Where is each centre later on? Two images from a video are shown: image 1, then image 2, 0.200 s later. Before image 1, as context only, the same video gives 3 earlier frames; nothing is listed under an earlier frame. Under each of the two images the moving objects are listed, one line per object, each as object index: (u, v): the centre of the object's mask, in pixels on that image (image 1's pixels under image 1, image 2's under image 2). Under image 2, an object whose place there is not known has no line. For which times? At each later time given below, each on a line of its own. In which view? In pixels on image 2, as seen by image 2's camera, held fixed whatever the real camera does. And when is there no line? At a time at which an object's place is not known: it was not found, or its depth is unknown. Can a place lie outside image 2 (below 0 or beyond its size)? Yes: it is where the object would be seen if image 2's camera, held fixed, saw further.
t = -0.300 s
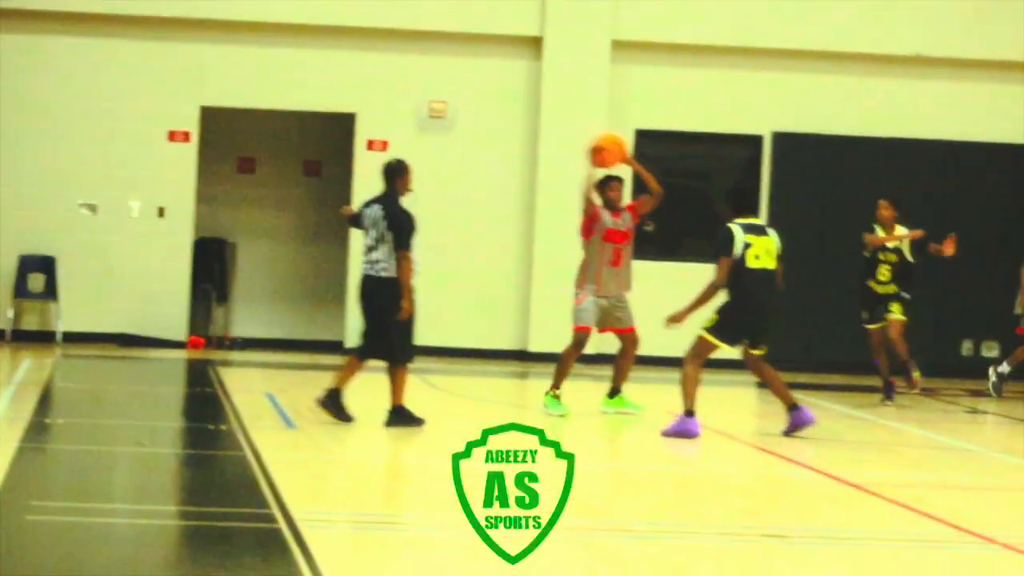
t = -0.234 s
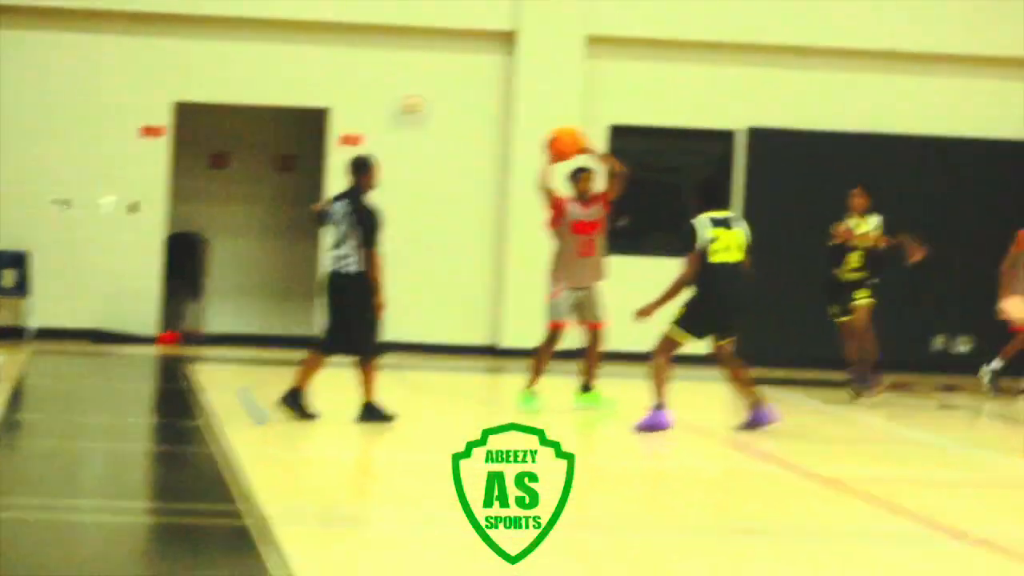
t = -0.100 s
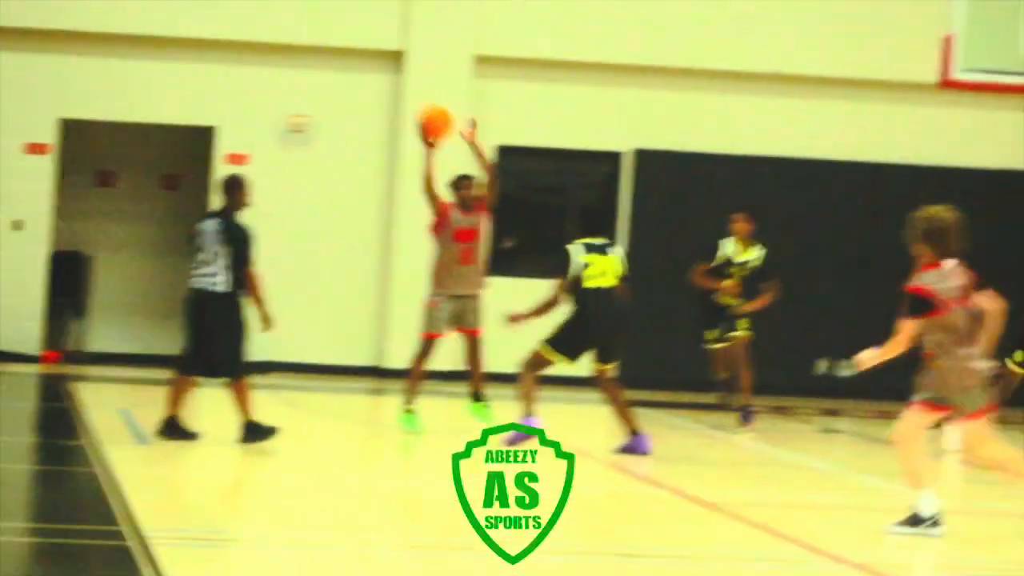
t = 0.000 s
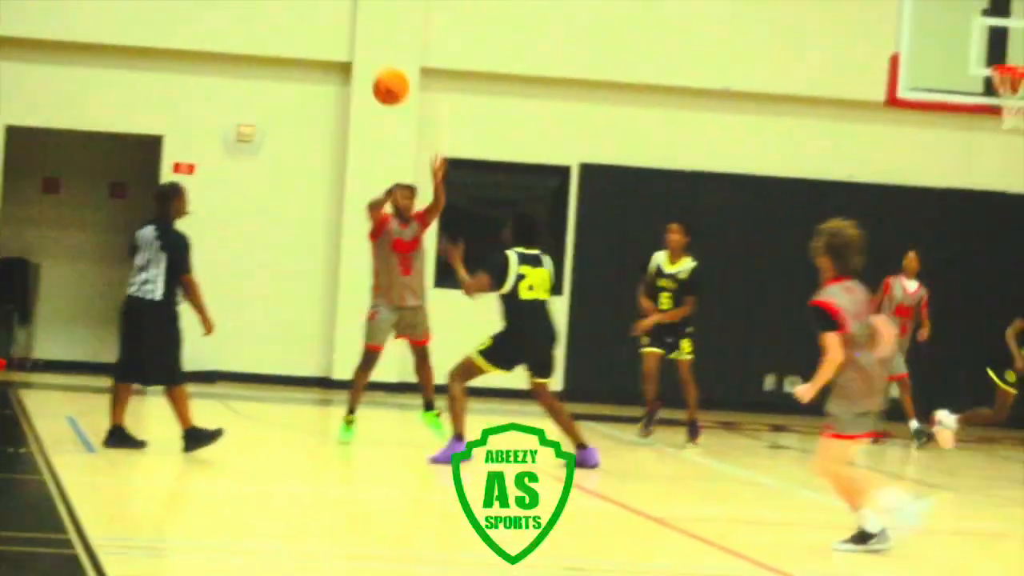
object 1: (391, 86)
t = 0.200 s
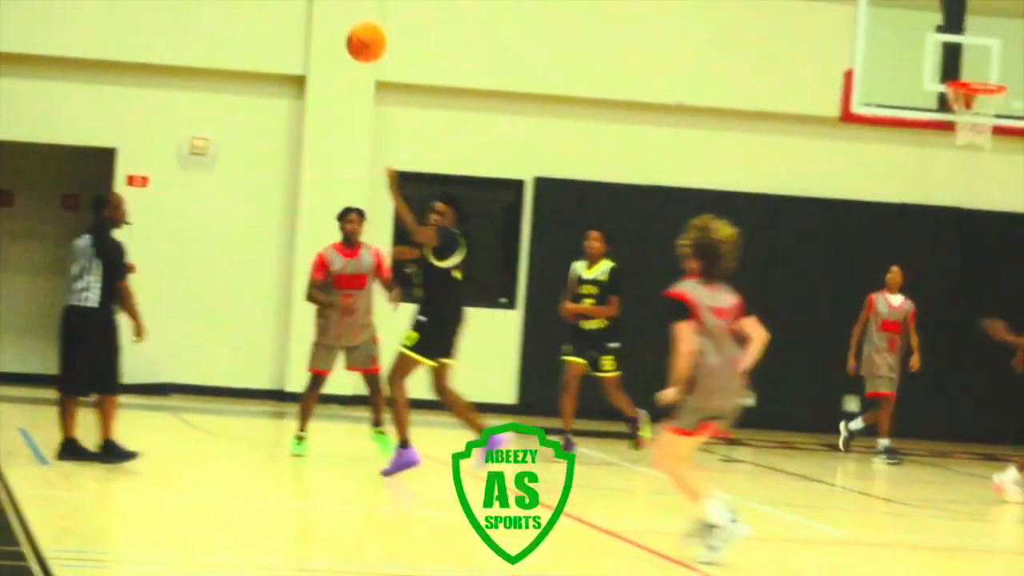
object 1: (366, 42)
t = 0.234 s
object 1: (372, 37)
